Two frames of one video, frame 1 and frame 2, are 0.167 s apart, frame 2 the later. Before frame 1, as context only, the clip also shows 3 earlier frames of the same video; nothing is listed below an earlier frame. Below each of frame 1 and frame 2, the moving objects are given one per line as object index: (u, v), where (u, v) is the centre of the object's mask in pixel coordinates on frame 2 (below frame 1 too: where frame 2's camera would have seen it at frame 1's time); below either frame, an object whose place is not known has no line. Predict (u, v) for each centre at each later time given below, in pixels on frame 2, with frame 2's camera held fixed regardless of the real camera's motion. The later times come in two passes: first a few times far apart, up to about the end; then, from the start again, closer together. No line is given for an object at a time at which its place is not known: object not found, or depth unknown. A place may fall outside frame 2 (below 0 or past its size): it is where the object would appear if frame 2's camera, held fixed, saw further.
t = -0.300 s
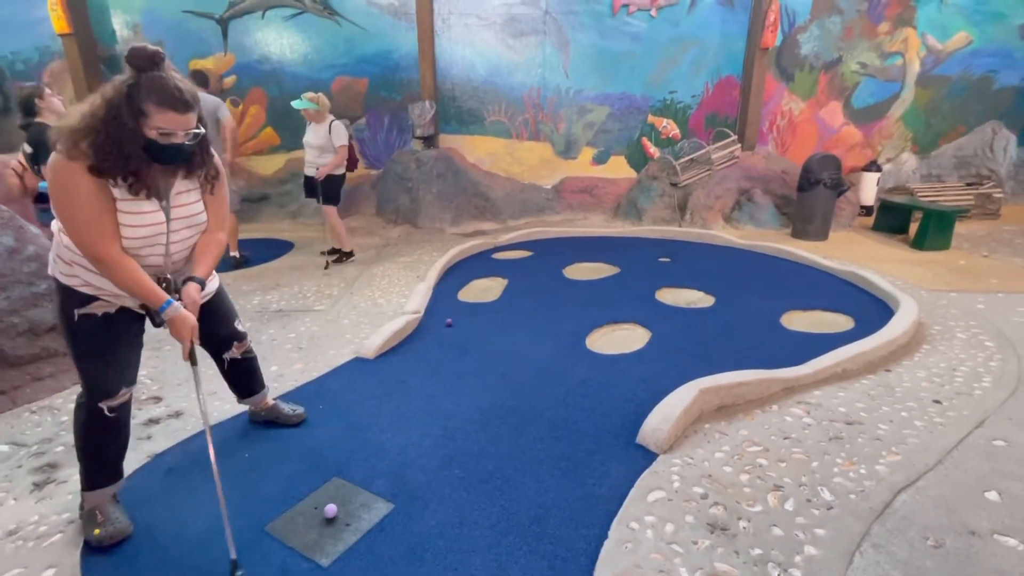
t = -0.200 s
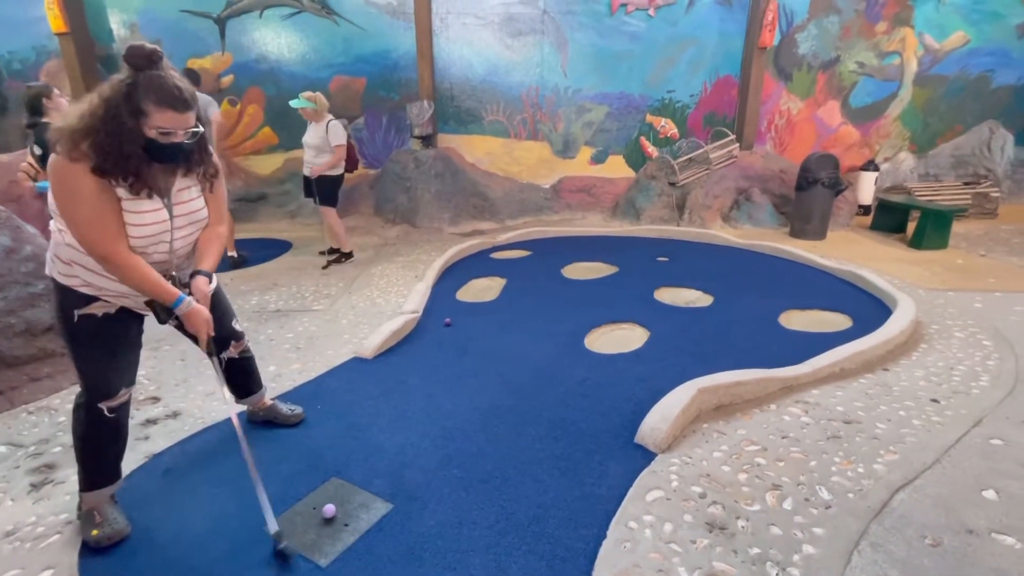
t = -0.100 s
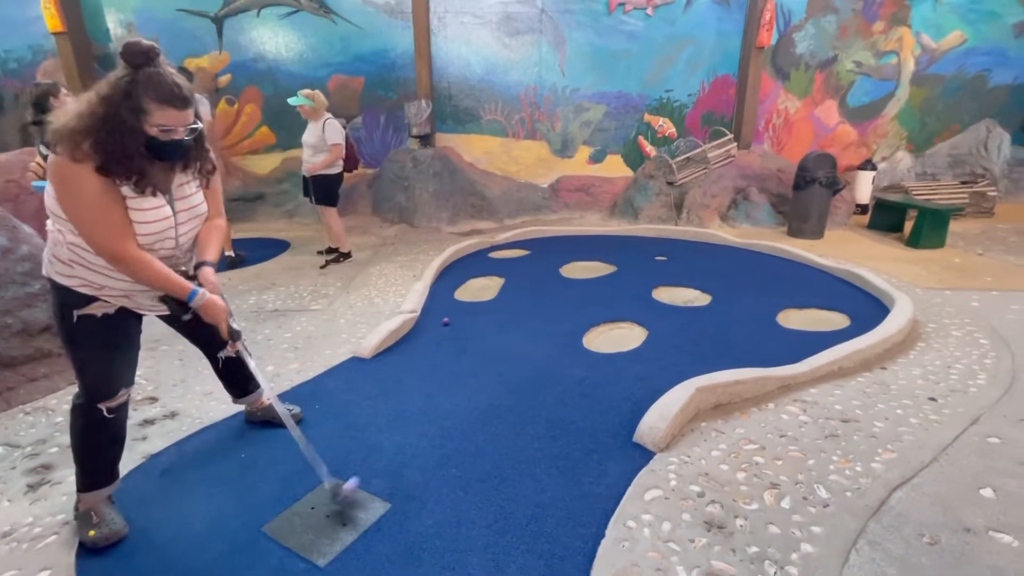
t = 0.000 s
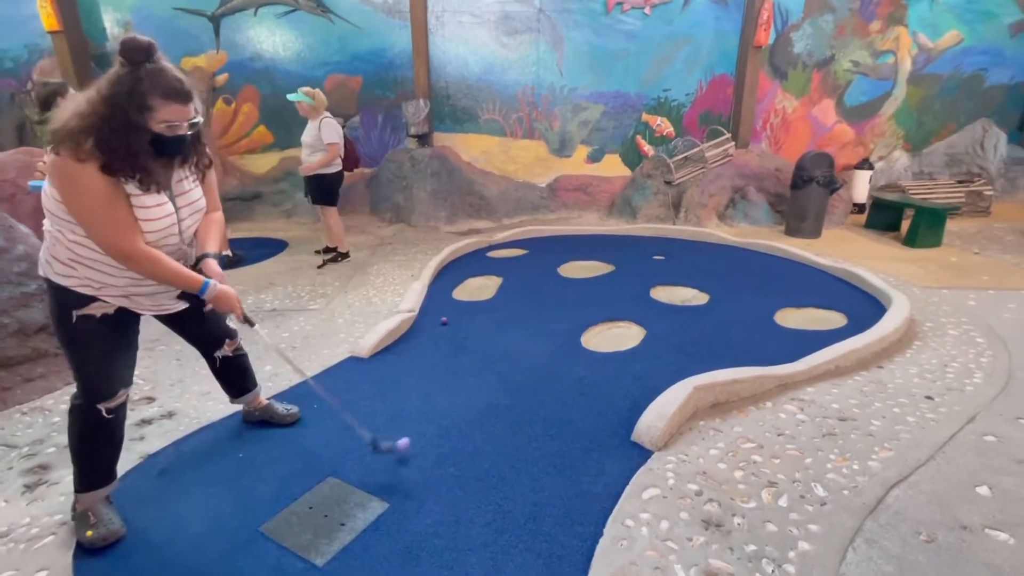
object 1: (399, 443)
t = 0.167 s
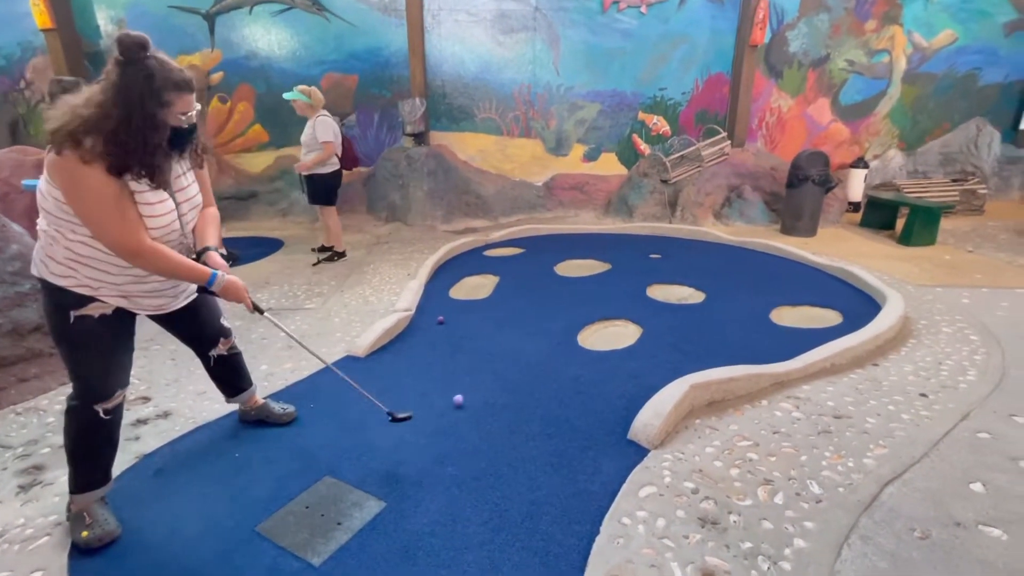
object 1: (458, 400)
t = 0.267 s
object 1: (482, 380)
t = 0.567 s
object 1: (534, 336)
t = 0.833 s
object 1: (566, 309)
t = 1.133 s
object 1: (590, 287)
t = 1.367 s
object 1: (605, 273)
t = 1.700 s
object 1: (616, 258)
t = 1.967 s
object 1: (620, 249)
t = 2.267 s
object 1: (623, 240)
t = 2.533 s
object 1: (624, 235)
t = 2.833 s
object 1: (625, 237)
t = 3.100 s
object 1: (624, 241)
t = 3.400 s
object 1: (623, 245)
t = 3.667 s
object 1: (622, 247)
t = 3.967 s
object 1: (622, 249)
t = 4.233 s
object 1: (622, 249)
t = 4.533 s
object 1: (622, 249)
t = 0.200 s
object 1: (467, 393)
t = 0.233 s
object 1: (474, 386)
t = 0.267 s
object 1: (482, 380)
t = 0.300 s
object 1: (489, 375)
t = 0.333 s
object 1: (496, 368)
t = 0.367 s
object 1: (502, 363)
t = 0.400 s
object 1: (509, 358)
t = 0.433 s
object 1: (514, 353)
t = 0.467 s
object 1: (519, 349)
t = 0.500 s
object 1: (524, 344)
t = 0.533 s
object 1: (530, 340)
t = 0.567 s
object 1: (534, 336)
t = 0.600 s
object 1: (539, 332)
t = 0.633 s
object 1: (543, 329)
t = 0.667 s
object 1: (548, 325)
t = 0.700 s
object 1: (552, 322)
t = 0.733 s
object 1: (555, 318)
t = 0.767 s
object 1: (559, 315)
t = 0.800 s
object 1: (563, 312)
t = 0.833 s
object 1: (566, 309)
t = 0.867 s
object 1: (569, 307)
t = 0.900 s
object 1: (572, 304)
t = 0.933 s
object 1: (575, 302)
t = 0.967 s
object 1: (578, 299)
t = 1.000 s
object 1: (581, 296)
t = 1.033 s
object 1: (583, 294)
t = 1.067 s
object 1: (586, 292)
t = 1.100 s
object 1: (588, 289)
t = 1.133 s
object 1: (590, 287)
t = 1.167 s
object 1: (593, 285)
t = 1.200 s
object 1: (595, 283)
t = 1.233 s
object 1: (597, 280)
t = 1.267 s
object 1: (599, 278)
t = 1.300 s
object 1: (601, 276)
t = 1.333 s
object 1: (603, 275)
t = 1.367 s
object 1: (605, 273)
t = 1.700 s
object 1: (616, 258)
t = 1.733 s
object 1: (617, 257)
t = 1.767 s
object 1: (617, 256)
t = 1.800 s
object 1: (618, 254)
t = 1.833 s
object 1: (618, 254)
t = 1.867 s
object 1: (619, 252)
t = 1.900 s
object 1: (619, 251)
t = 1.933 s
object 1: (620, 250)
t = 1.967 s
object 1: (620, 249)
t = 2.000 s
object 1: (620, 247)
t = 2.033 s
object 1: (621, 246)
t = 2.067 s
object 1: (621, 245)
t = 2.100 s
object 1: (621, 244)
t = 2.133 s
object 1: (622, 243)
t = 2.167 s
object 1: (622, 242)
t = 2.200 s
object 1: (622, 241)
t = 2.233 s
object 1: (622, 240)
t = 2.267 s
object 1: (623, 240)
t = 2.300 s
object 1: (623, 239)
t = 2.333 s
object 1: (623, 238)
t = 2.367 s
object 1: (623, 237)
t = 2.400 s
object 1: (624, 236)
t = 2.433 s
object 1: (624, 235)
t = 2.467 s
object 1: (624, 235)
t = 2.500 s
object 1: (624, 235)
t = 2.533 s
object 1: (624, 235)
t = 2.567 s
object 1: (624, 235)
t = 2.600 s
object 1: (624, 235)
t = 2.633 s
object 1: (624, 235)
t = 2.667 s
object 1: (625, 235)
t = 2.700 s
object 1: (625, 235)
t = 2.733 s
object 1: (625, 235)
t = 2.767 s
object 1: (625, 236)
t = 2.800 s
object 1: (625, 236)
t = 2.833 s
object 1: (625, 237)
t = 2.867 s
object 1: (625, 237)
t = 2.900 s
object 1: (624, 238)
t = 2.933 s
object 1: (624, 238)
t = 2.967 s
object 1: (624, 239)
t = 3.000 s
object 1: (624, 240)
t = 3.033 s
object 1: (624, 240)
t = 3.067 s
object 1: (624, 241)
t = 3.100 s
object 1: (624, 241)
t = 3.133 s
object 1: (624, 241)
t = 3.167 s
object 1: (624, 242)
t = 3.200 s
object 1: (624, 242)
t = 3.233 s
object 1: (624, 243)
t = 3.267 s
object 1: (623, 243)
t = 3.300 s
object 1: (623, 243)
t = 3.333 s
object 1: (623, 244)
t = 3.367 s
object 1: (623, 244)
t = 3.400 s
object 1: (623, 245)
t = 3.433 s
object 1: (623, 245)
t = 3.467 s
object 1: (623, 245)
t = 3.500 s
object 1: (623, 245)
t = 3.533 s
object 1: (623, 246)
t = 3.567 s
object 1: (623, 246)
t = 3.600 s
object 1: (622, 246)
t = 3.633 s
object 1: (622, 247)
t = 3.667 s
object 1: (622, 247)
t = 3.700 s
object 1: (622, 247)
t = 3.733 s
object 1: (622, 247)
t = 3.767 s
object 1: (622, 248)
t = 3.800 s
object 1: (622, 248)
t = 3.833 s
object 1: (622, 248)
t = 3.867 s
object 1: (622, 248)
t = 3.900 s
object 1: (622, 249)
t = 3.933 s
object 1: (622, 249)
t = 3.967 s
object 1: (622, 249)
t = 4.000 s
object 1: (622, 249)
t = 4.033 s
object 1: (622, 249)
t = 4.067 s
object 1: (622, 249)
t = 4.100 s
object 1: (622, 249)
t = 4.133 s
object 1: (622, 249)
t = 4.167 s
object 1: (622, 249)
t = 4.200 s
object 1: (622, 249)
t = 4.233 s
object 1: (622, 249)
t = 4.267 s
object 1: (622, 249)
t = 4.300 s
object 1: (622, 249)
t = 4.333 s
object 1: (622, 249)
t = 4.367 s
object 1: (622, 249)
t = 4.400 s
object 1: (622, 249)
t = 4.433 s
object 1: (622, 249)
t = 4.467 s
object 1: (622, 249)
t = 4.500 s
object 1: (622, 249)
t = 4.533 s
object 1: (622, 249)
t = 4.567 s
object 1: (622, 250)
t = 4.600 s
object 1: (622, 250)
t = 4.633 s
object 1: (622, 250)
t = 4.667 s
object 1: (622, 250)
